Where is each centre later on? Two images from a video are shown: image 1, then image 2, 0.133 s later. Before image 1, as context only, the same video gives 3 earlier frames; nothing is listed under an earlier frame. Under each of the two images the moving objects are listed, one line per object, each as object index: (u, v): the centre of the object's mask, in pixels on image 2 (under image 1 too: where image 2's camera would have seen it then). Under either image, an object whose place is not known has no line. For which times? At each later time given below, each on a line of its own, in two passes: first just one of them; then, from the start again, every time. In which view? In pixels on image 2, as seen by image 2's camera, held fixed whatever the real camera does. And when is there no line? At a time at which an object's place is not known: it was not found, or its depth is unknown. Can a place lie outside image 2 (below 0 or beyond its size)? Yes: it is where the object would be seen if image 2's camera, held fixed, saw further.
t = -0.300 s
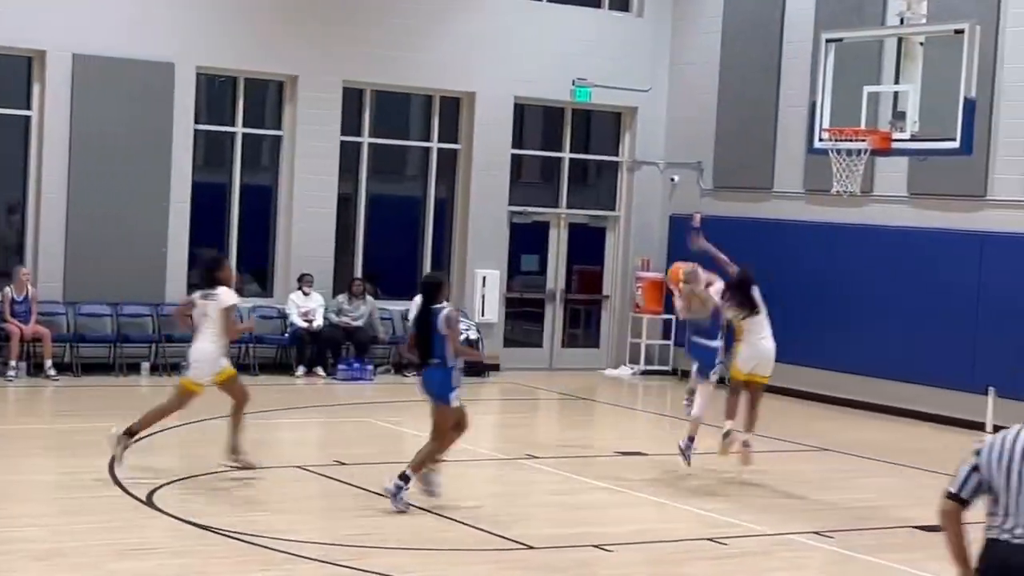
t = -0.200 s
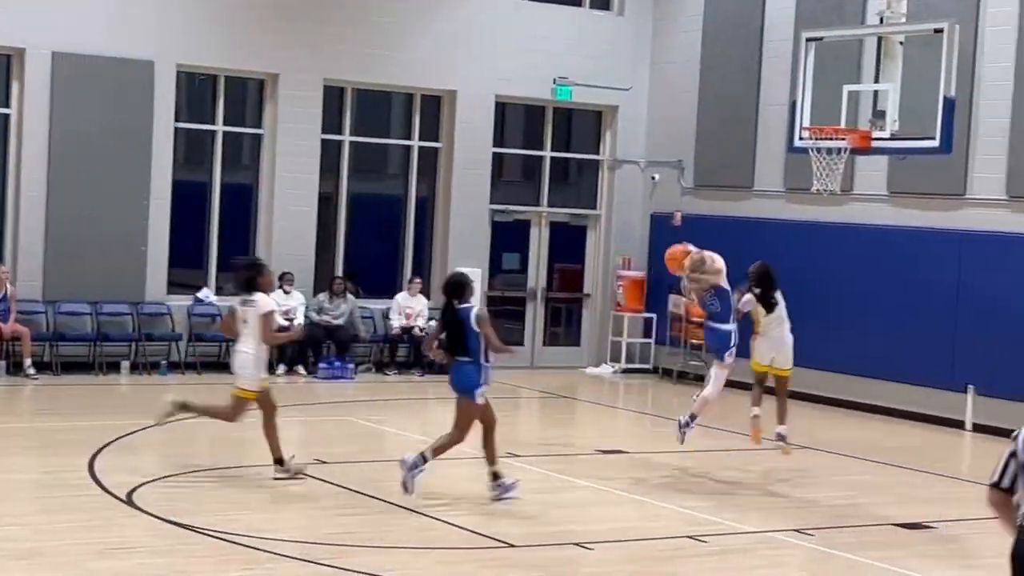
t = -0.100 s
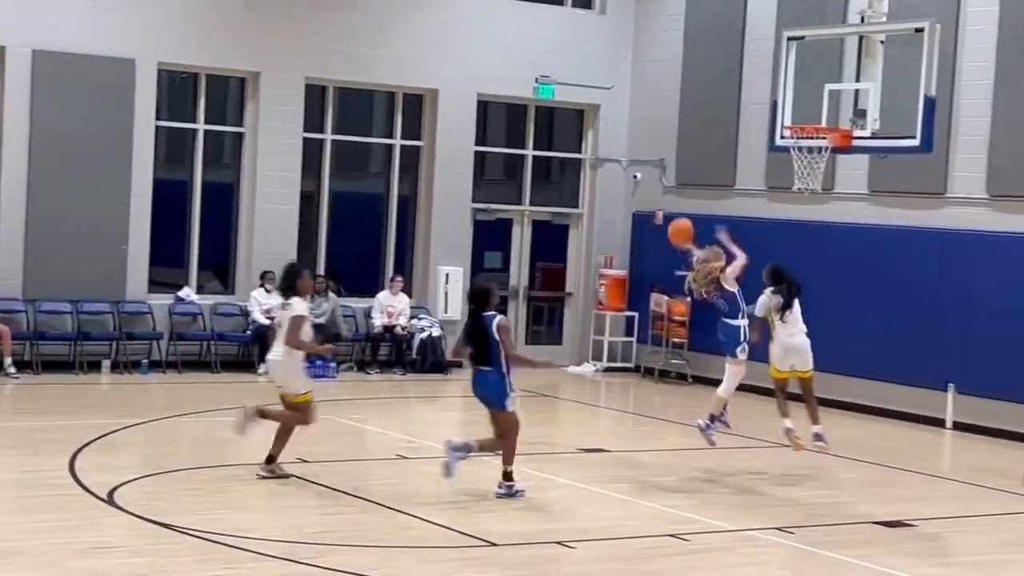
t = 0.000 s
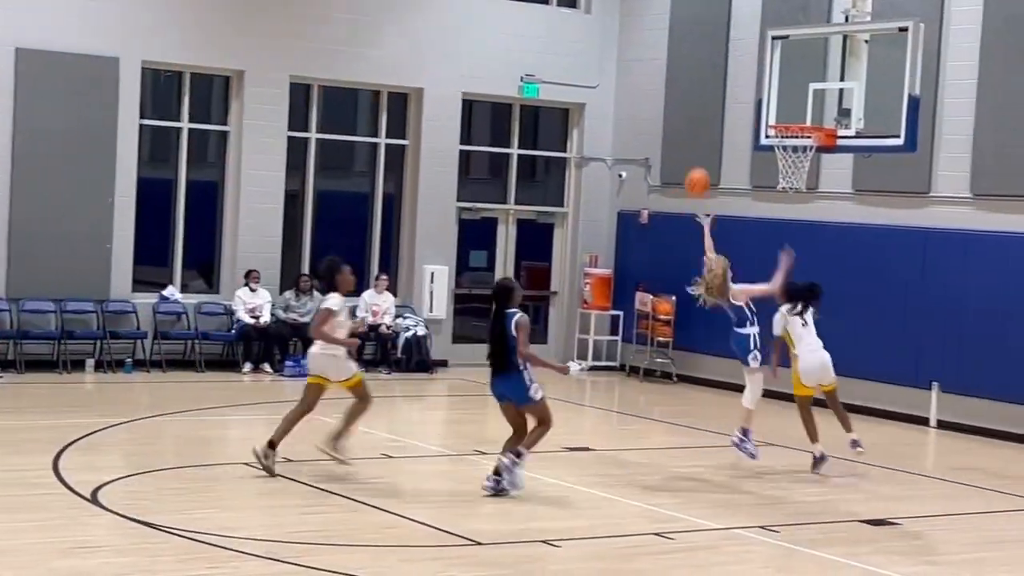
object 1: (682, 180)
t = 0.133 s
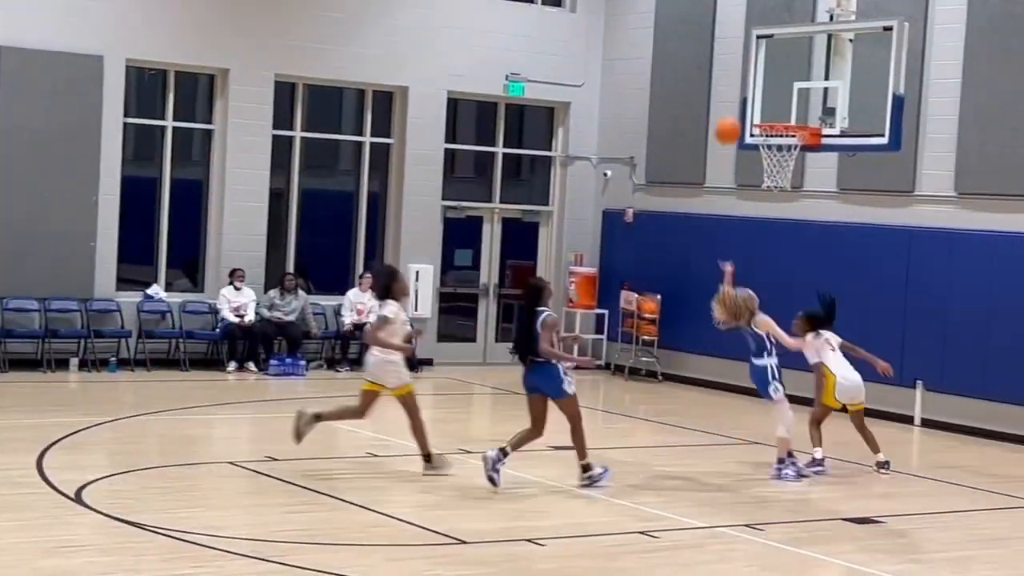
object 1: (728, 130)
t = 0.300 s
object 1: (783, 95)
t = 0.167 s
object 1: (738, 121)
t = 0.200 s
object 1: (749, 112)
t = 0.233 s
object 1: (762, 104)
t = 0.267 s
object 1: (773, 99)
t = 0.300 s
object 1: (783, 95)
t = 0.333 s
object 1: (794, 91)
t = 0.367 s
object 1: (796, 90)
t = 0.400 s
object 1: (793, 90)
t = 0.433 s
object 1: (790, 92)
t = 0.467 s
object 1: (787, 94)
